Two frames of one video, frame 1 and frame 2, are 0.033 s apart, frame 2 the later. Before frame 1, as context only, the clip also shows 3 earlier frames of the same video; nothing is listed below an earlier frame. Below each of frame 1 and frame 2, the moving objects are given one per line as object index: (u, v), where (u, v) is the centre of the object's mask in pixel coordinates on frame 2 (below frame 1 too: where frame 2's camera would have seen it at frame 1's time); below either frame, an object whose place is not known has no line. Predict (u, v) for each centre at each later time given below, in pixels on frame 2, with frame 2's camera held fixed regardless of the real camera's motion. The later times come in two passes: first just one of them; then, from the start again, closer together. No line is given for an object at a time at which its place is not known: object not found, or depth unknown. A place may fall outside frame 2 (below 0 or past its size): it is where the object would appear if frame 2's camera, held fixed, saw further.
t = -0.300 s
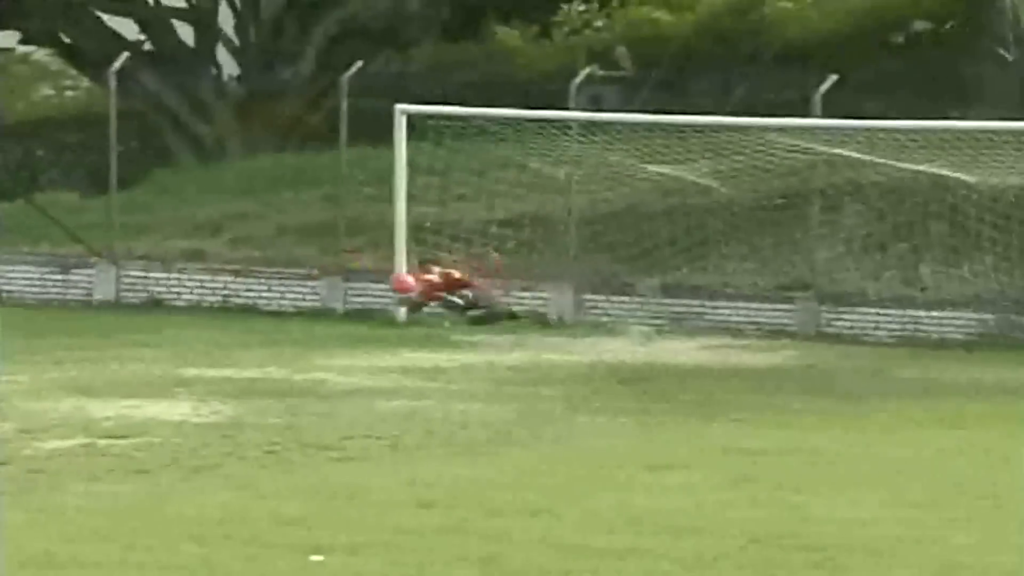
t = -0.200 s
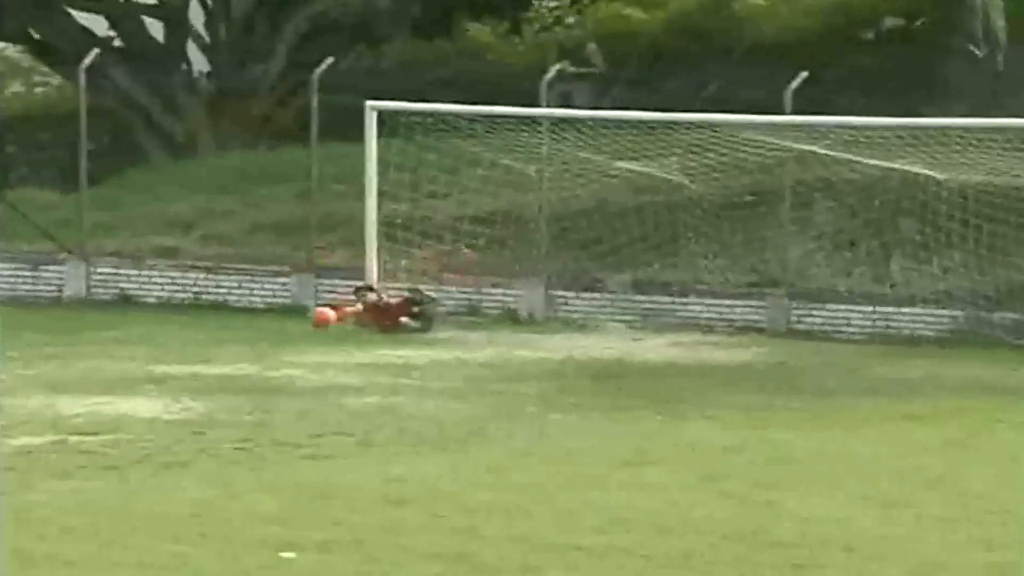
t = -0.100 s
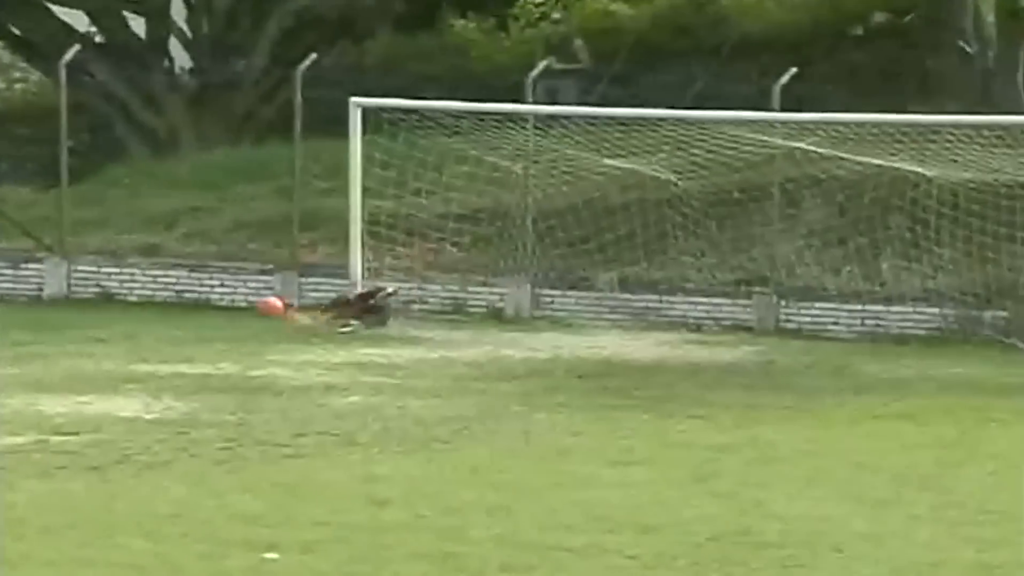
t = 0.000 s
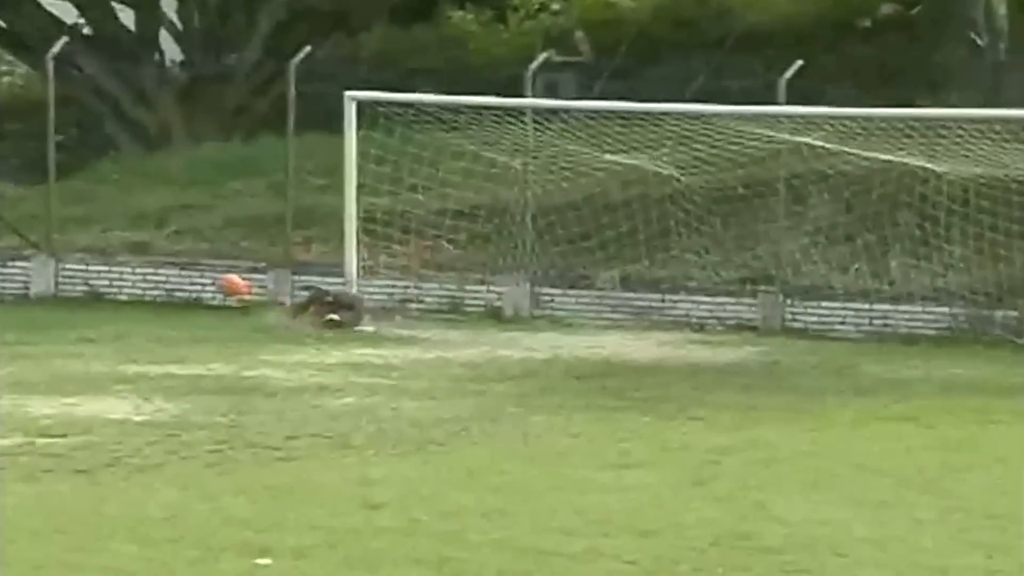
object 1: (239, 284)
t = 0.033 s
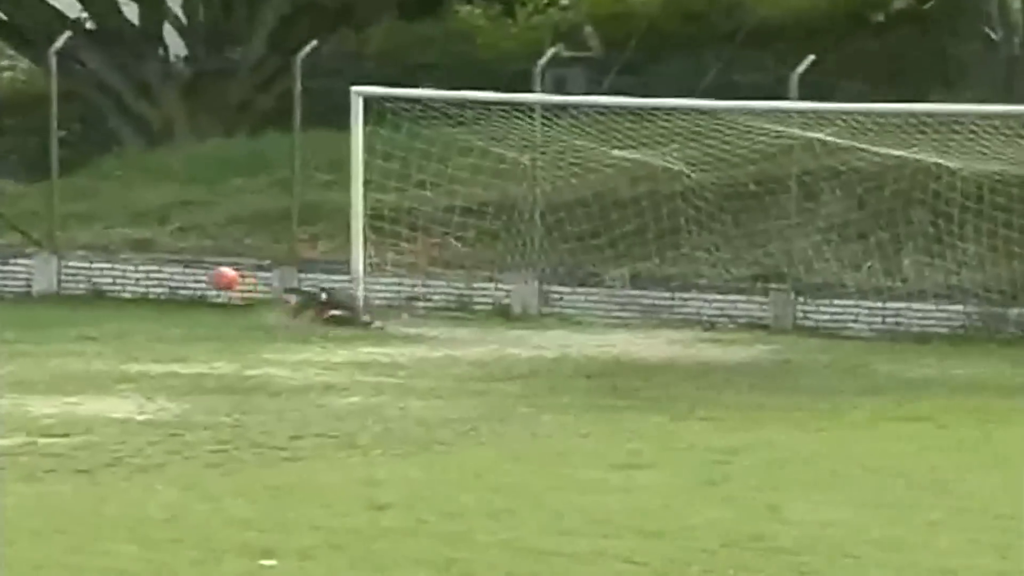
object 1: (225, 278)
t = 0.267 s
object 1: (150, 276)
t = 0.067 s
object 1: (216, 275)
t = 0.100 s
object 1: (205, 271)
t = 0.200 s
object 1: (173, 269)
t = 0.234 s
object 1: (161, 272)
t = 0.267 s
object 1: (150, 276)
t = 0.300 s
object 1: (137, 281)
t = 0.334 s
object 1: (123, 287)
